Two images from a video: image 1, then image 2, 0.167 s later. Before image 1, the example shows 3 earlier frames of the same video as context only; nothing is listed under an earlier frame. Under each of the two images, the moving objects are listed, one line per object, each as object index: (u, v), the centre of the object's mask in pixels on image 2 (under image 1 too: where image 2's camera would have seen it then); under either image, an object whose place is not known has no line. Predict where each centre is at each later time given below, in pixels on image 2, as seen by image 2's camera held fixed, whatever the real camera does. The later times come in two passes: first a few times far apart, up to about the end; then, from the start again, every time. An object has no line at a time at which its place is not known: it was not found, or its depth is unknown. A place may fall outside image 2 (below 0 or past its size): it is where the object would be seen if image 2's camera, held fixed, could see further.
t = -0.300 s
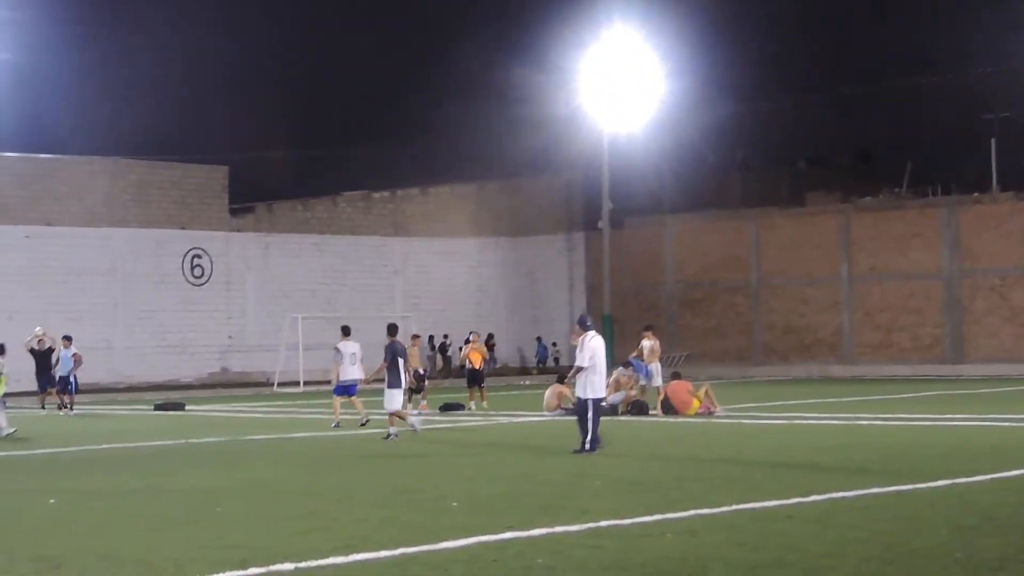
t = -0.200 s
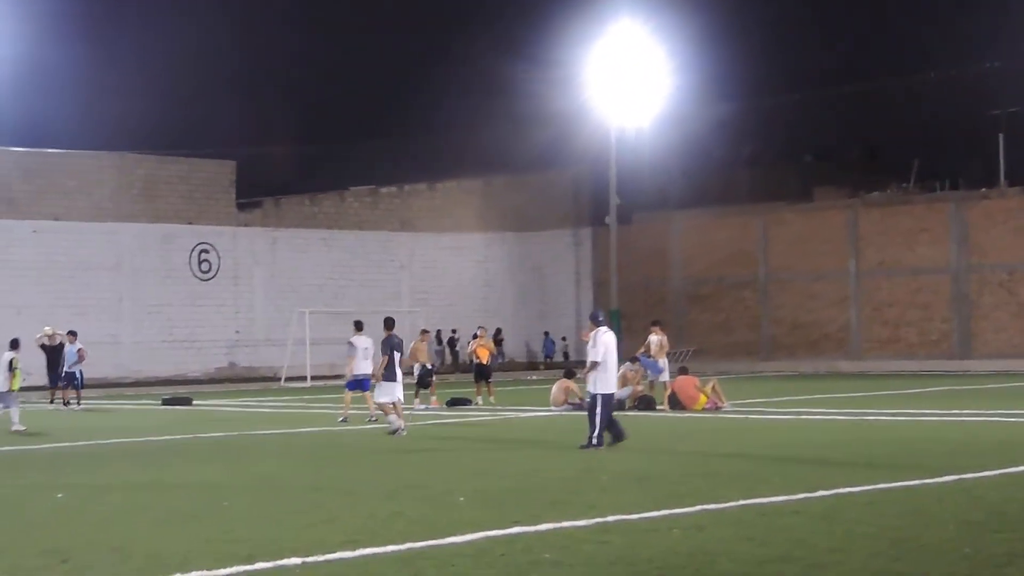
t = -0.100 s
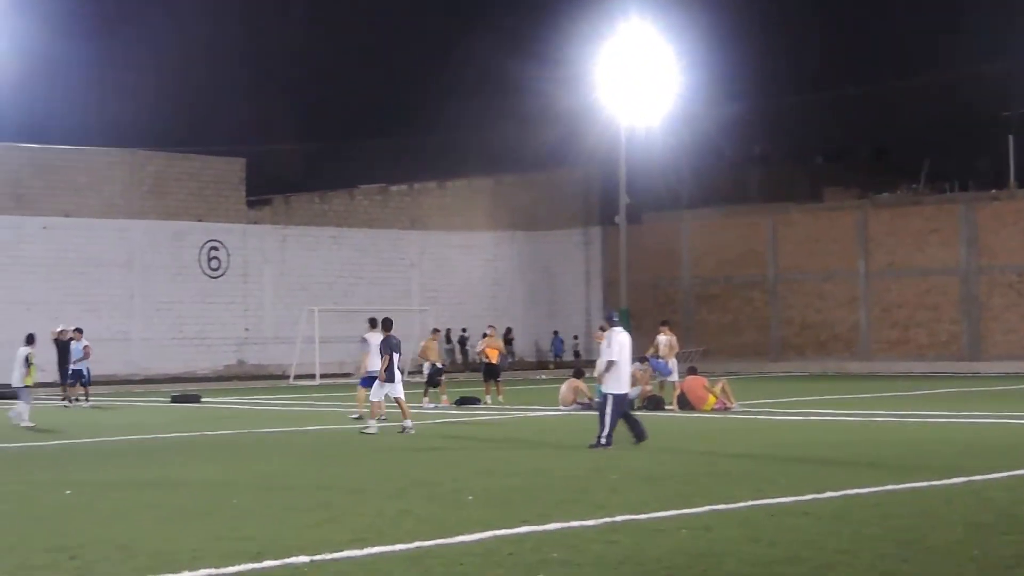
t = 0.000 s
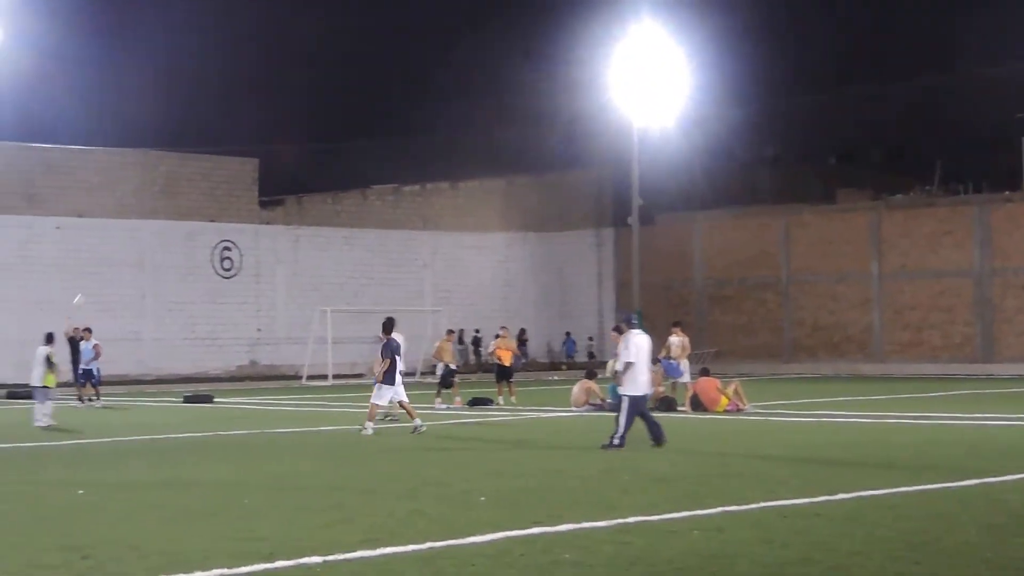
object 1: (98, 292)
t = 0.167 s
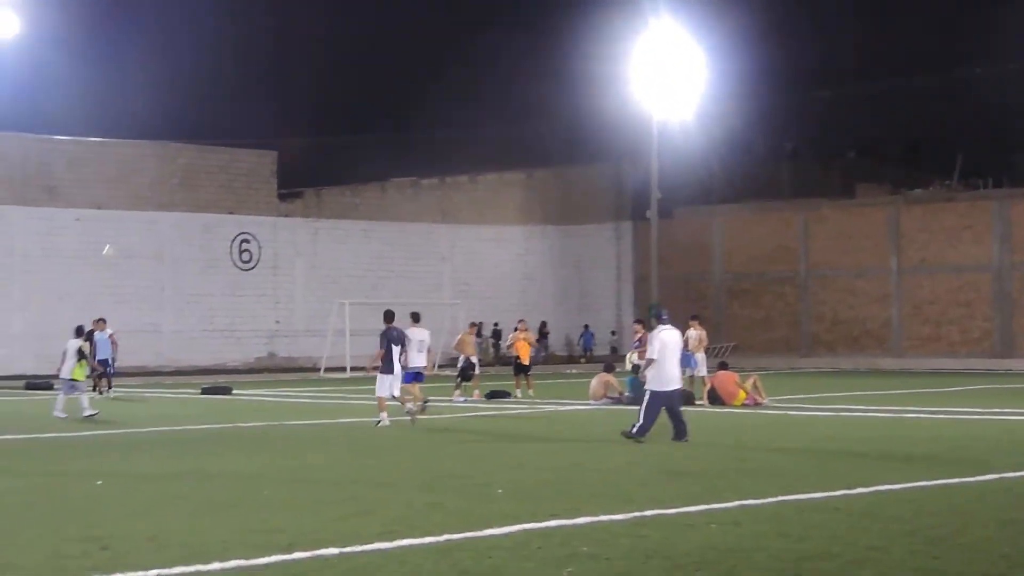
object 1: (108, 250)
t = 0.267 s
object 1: (116, 232)
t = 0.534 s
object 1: (139, 204)
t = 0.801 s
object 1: (166, 217)
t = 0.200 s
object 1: (110, 244)
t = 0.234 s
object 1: (113, 237)
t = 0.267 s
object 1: (116, 232)
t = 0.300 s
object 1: (117, 226)
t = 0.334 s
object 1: (120, 221)
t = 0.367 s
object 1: (123, 216)
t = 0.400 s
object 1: (126, 212)
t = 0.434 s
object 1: (129, 209)
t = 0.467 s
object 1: (132, 207)
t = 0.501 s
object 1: (136, 205)
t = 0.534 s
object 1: (139, 204)
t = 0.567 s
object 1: (141, 203)
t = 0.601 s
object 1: (145, 203)
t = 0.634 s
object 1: (149, 204)
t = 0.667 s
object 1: (152, 205)
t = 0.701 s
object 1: (156, 207)
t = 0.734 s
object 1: (160, 210)
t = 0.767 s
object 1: (163, 213)
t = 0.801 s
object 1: (166, 217)
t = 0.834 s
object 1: (169, 222)
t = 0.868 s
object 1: (173, 228)
